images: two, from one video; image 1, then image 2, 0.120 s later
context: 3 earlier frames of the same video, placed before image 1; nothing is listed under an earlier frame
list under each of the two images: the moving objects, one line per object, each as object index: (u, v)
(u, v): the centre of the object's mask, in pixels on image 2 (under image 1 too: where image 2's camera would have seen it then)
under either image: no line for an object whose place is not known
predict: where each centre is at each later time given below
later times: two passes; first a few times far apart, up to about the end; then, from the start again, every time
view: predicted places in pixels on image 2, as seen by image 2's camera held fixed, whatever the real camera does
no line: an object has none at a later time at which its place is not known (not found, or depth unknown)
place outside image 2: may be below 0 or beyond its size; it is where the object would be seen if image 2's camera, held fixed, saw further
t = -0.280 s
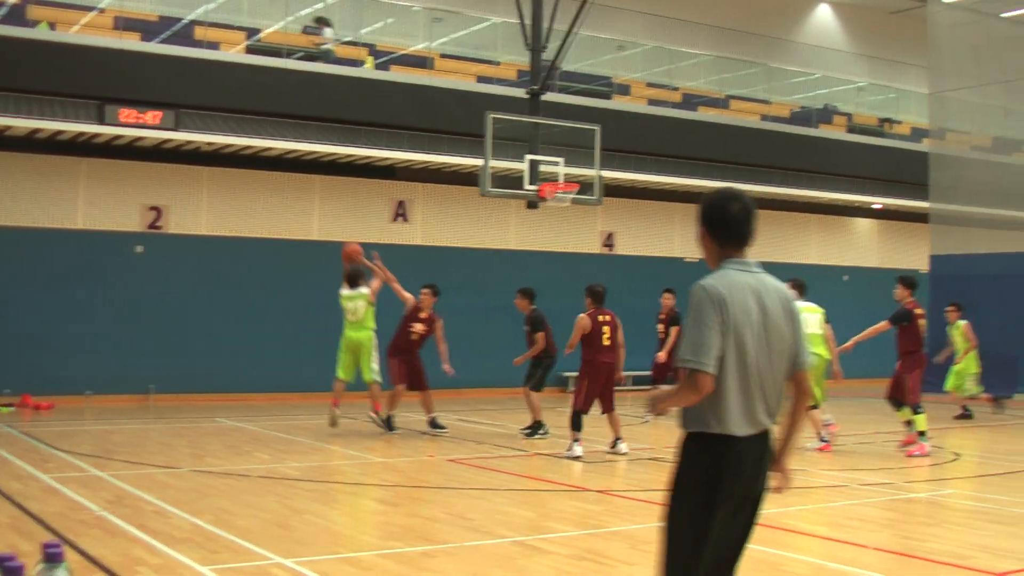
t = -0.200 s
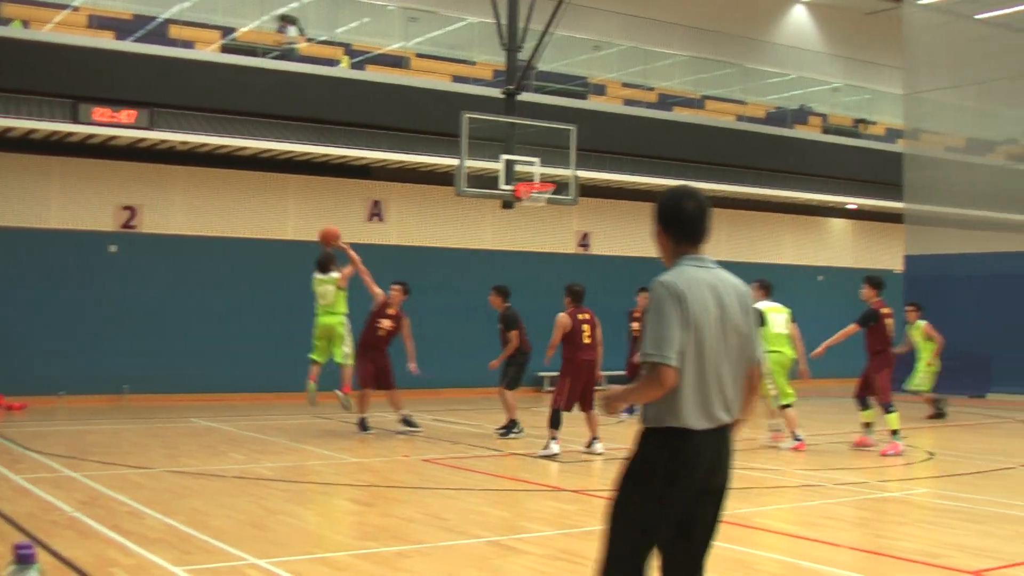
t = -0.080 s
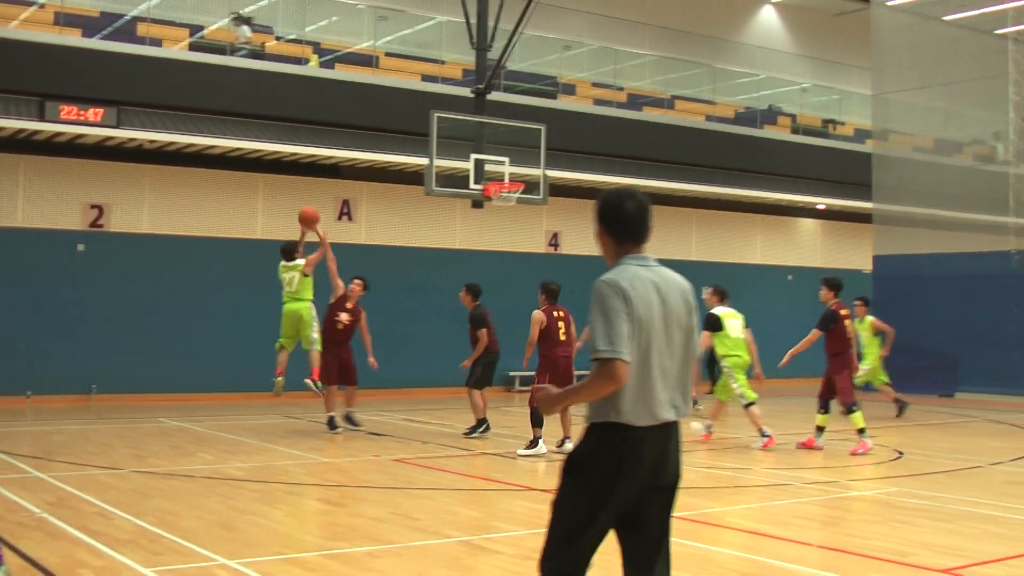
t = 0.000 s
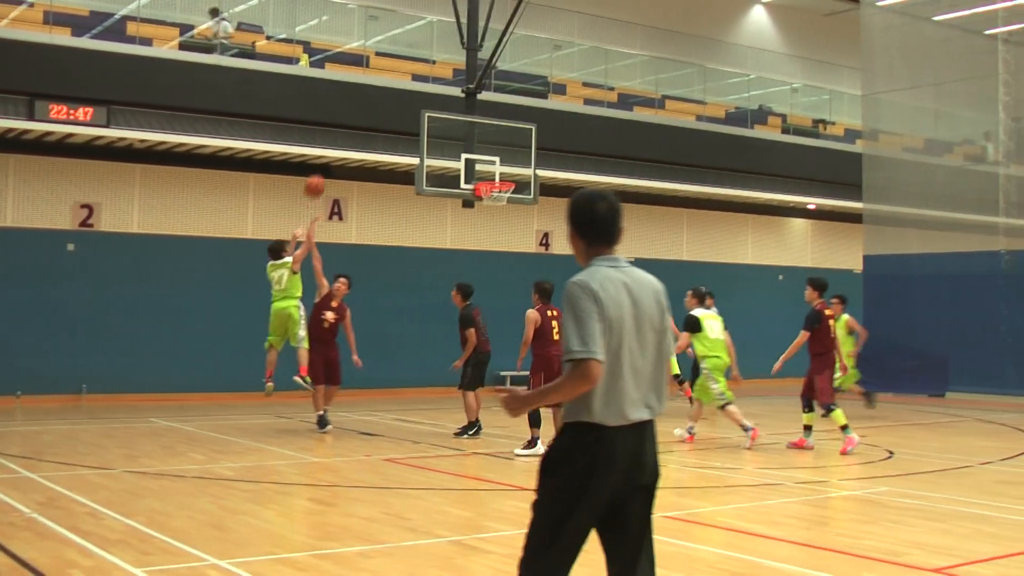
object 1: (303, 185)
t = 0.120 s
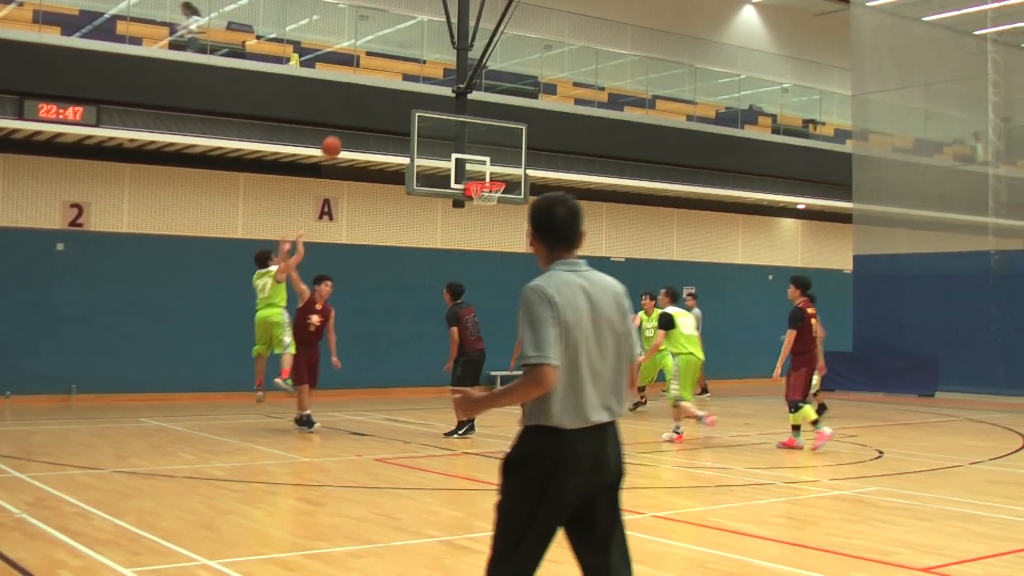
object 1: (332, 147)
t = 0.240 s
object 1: (358, 122)
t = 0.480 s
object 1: (405, 106)
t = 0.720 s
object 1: (446, 134)
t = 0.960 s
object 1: (474, 162)
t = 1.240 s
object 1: (488, 150)
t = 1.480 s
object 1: (493, 177)
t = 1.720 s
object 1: (485, 204)
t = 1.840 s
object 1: (484, 225)
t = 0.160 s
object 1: (341, 136)
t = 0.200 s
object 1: (350, 129)
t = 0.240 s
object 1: (358, 122)
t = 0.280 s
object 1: (366, 116)
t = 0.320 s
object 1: (374, 111)
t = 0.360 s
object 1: (382, 108)
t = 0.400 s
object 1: (390, 106)
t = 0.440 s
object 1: (398, 106)
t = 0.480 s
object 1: (405, 106)
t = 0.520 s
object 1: (412, 108)
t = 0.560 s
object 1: (419, 111)
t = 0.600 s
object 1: (426, 115)
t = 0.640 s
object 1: (433, 121)
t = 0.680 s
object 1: (440, 127)
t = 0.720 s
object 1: (446, 134)
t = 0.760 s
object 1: (453, 142)
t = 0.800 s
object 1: (459, 153)
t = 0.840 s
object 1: (465, 163)
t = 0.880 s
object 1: (471, 174)
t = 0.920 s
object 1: (473, 170)
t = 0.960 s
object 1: (474, 162)
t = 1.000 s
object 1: (475, 157)
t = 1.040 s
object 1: (478, 153)
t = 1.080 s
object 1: (480, 150)
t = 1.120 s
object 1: (482, 149)
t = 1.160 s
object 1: (484, 148)
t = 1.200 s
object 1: (486, 148)
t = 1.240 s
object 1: (488, 150)
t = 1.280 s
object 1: (490, 153)
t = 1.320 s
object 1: (492, 157)
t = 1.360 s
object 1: (495, 162)
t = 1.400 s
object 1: (497, 170)
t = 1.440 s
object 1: (498, 176)
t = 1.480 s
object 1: (493, 177)
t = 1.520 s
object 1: (489, 181)
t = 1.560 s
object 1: (484, 188)
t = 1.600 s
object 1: (485, 191)
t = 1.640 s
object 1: (484, 192)
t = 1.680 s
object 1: (485, 198)
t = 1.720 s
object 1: (485, 204)
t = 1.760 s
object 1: (484, 209)
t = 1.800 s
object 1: (484, 216)
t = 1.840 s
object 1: (484, 225)
